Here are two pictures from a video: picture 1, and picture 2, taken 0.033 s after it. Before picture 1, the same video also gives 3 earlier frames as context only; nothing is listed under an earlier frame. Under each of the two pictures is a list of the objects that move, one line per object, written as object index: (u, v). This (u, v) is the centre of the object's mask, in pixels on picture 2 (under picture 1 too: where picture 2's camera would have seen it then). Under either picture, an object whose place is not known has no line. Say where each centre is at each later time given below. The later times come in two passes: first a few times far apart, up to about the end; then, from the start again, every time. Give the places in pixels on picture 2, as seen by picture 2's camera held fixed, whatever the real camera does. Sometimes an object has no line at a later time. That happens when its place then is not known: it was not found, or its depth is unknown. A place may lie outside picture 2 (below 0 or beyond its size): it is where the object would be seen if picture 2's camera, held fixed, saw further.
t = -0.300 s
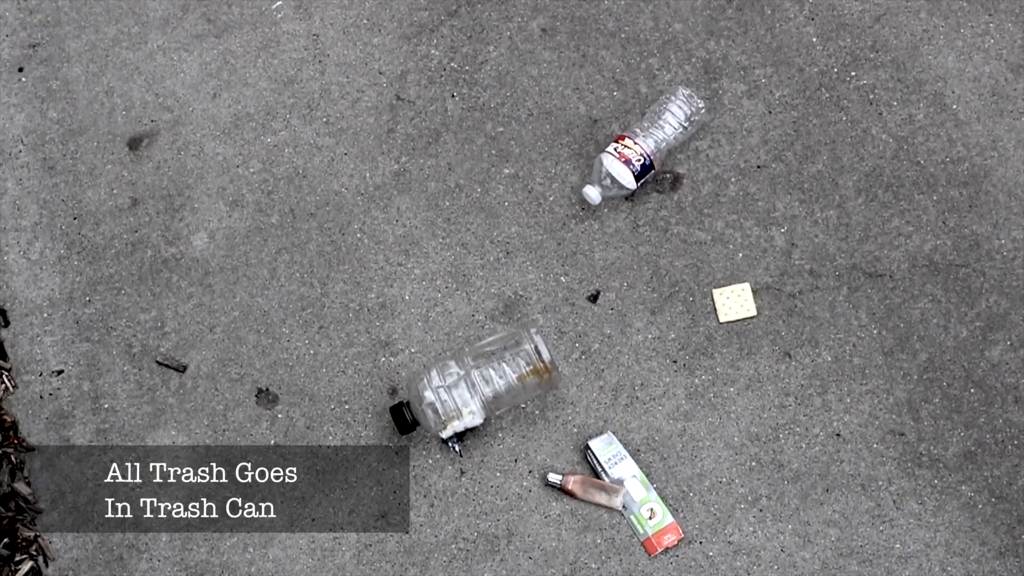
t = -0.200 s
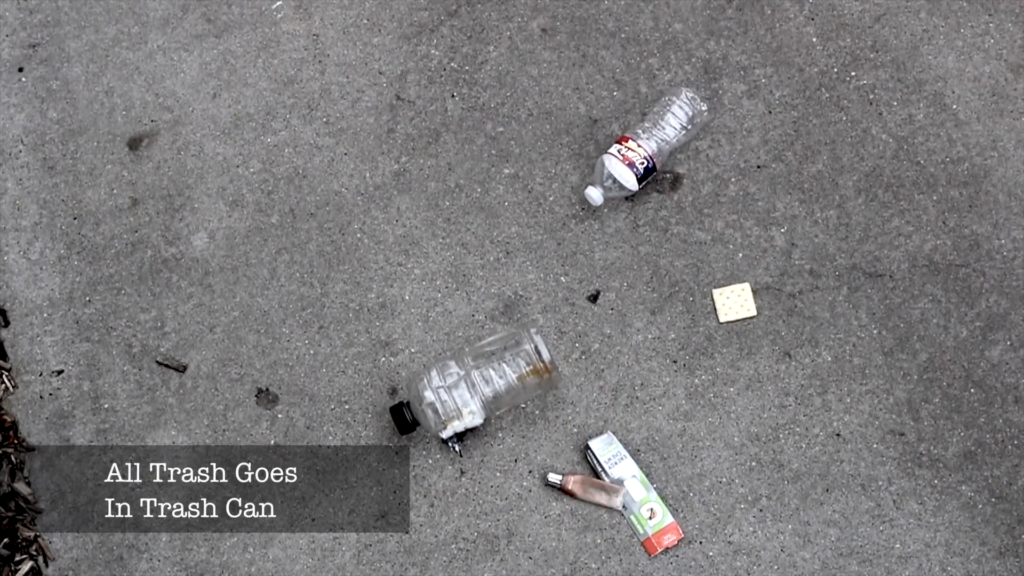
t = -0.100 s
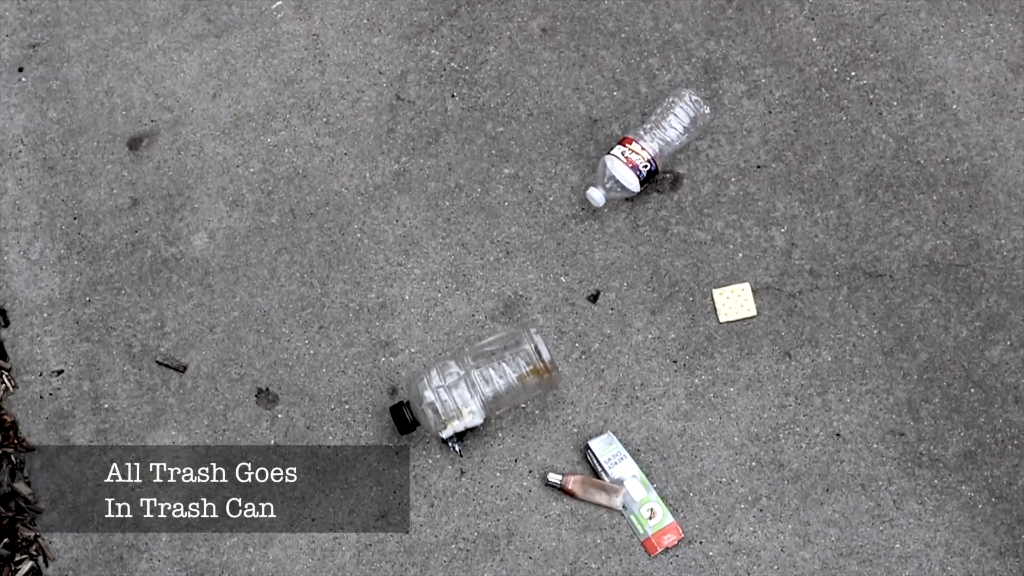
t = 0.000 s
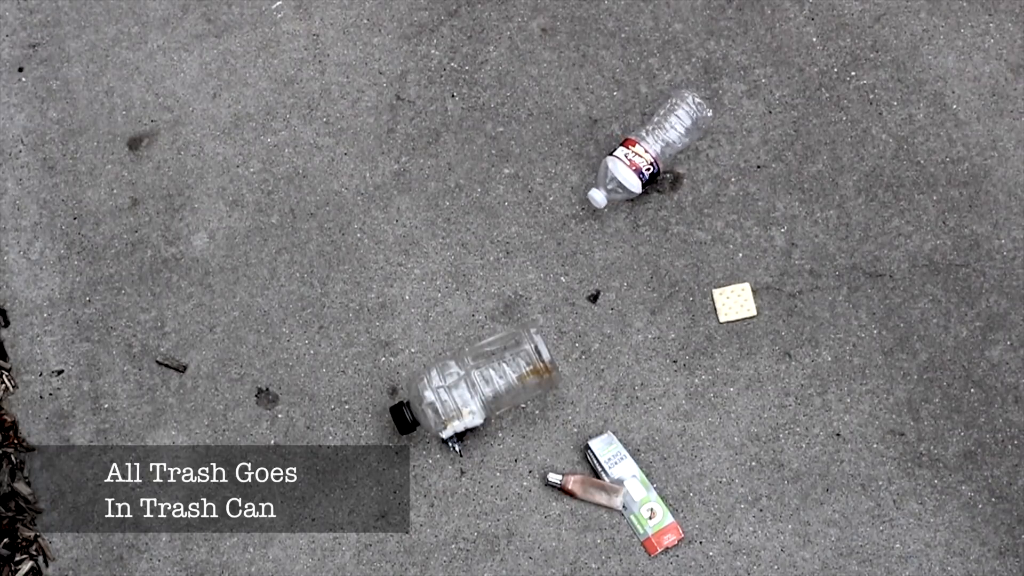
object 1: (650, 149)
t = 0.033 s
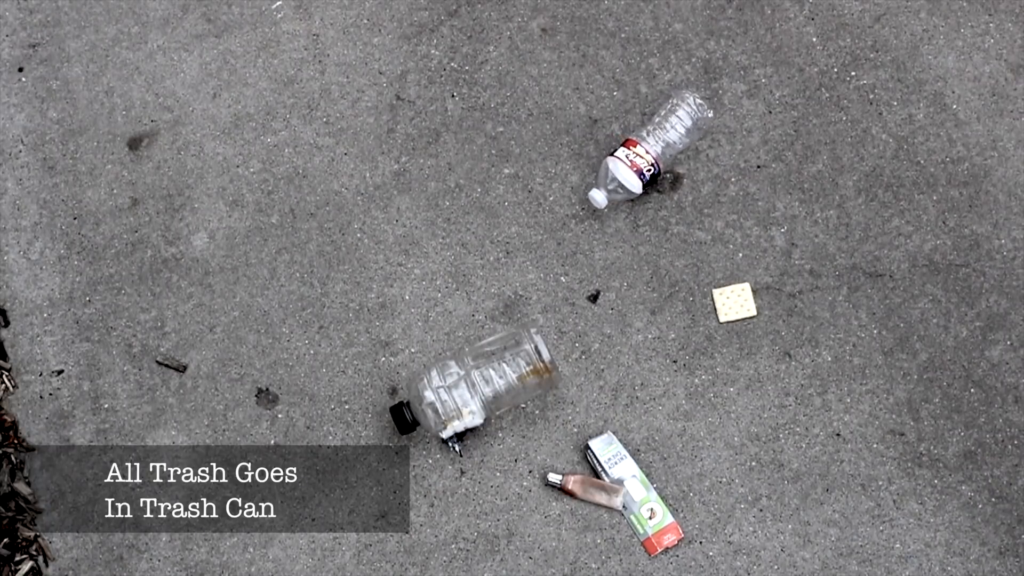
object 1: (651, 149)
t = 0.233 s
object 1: (654, 154)
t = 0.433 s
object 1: (660, 157)
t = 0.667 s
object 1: (669, 166)
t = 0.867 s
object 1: (687, 182)
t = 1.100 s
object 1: (721, 210)
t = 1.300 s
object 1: (764, 245)
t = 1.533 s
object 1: (813, 293)
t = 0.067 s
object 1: (651, 150)
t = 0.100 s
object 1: (652, 150)
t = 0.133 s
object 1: (652, 151)
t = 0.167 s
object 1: (653, 152)
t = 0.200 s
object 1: (654, 153)
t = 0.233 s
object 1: (654, 154)
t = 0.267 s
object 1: (656, 154)
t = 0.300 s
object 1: (657, 155)
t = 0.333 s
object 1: (657, 156)
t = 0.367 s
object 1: (658, 156)
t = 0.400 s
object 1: (659, 157)
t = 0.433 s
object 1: (660, 157)
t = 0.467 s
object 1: (661, 159)
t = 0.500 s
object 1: (663, 159)
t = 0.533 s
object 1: (664, 161)
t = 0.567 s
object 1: (665, 161)
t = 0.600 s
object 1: (666, 163)
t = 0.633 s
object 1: (667, 164)
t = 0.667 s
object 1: (669, 166)
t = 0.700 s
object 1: (671, 168)
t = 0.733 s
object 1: (674, 171)
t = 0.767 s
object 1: (677, 172)
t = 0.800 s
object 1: (680, 176)
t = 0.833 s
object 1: (684, 179)
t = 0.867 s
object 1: (687, 182)
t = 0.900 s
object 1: (690, 186)
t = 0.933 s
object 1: (694, 190)
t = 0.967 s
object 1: (697, 195)
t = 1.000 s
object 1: (703, 198)
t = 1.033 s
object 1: (708, 203)
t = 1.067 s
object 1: (714, 207)
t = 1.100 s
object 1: (721, 210)
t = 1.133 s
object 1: (727, 216)
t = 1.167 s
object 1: (733, 222)
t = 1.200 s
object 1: (740, 228)
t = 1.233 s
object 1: (747, 236)
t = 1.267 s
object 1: (756, 241)
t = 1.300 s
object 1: (764, 245)
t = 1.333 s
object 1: (771, 251)
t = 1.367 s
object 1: (778, 257)
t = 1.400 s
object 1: (784, 264)
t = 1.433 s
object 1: (790, 270)
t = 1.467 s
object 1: (800, 276)
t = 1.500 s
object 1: (807, 284)
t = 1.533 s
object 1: (813, 293)
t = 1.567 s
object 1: (821, 302)
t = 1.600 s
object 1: (830, 308)
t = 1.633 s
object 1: (841, 316)
